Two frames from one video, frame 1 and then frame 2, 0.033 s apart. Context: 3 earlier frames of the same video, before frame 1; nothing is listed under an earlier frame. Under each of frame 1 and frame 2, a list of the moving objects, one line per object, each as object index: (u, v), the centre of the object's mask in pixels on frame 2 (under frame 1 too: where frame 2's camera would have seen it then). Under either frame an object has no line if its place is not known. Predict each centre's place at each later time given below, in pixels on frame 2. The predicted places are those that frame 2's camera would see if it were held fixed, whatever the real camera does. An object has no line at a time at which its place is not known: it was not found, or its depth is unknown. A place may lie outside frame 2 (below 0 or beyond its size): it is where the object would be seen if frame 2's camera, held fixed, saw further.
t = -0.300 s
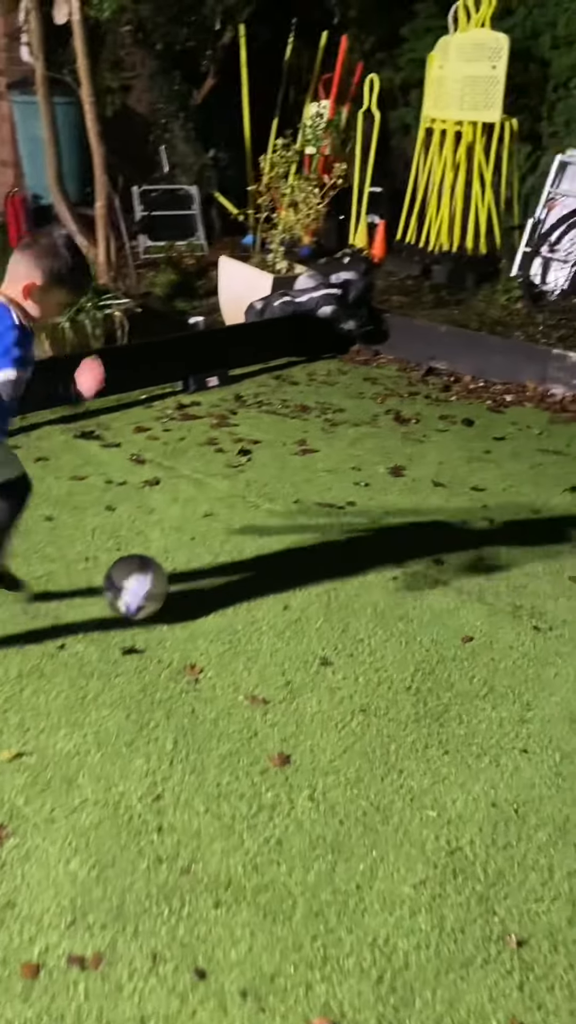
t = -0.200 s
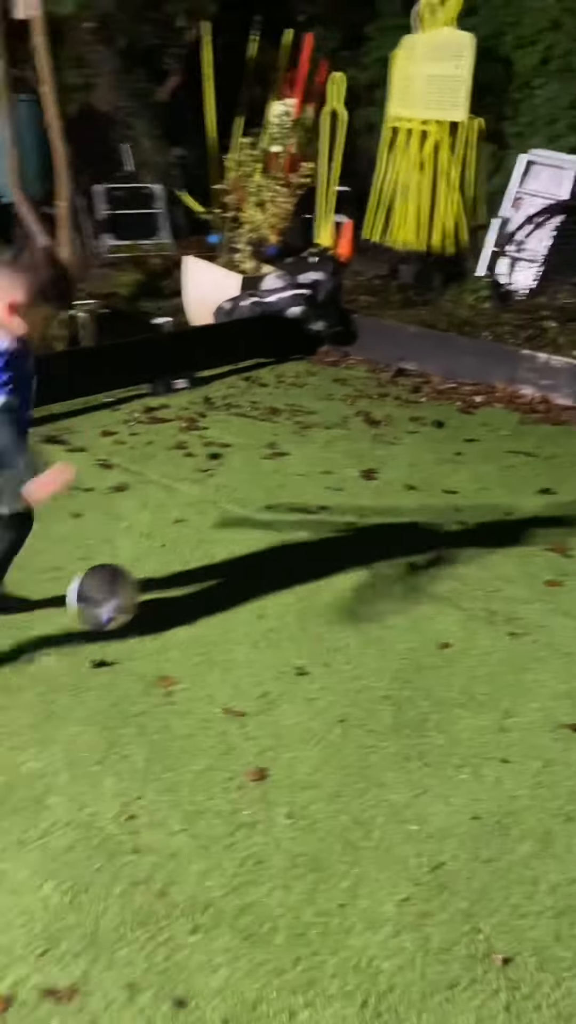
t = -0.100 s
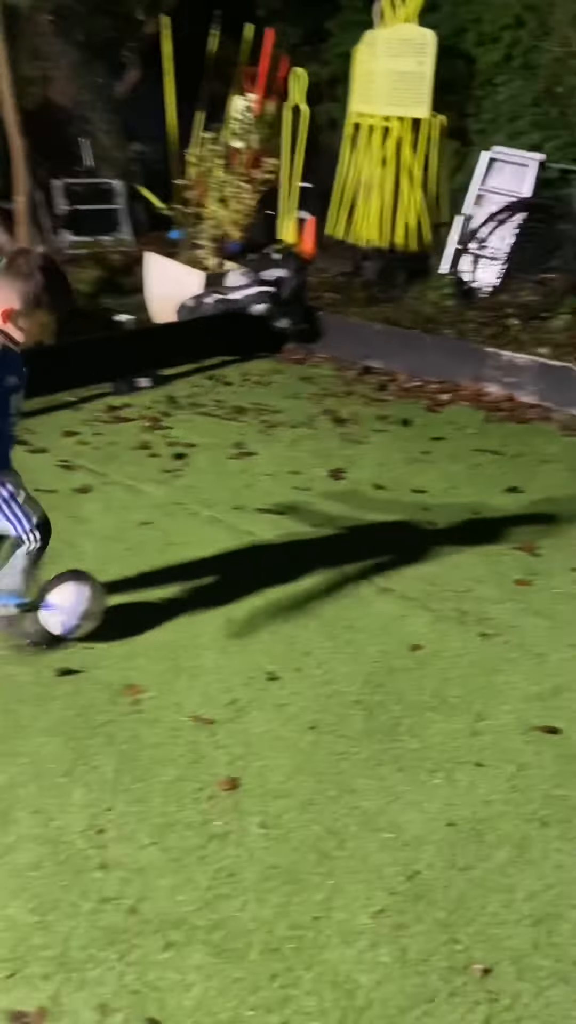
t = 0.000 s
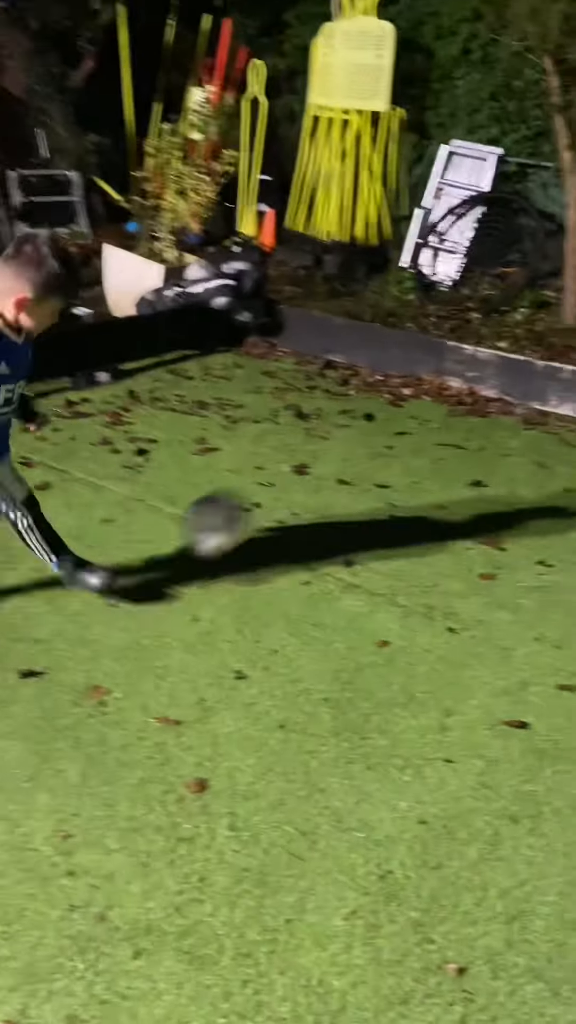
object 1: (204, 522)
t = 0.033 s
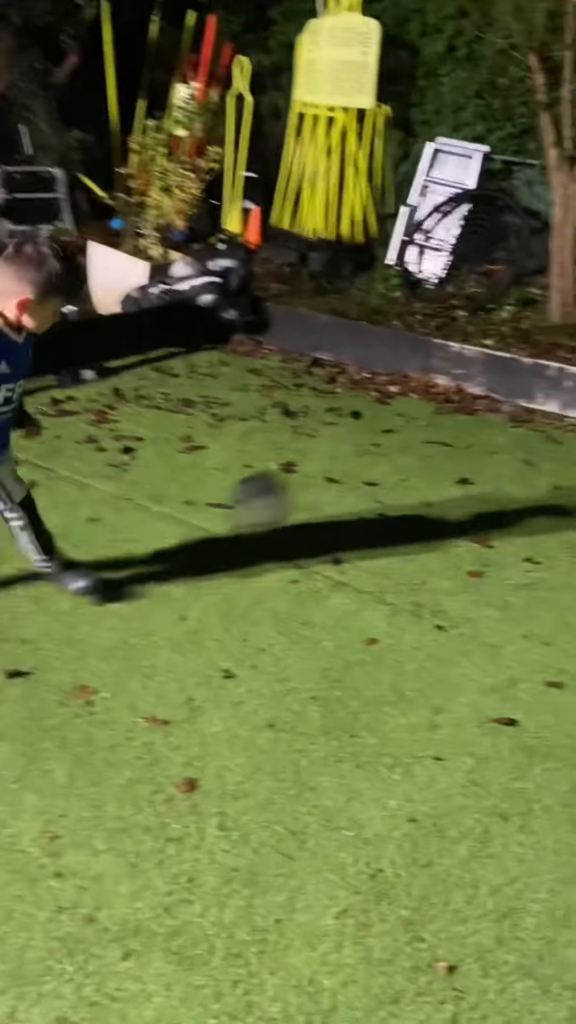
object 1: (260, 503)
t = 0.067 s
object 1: (315, 486)
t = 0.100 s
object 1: (357, 474)
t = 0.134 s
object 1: (400, 467)
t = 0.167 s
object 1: (439, 463)
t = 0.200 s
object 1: (475, 462)
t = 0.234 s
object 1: (508, 454)
